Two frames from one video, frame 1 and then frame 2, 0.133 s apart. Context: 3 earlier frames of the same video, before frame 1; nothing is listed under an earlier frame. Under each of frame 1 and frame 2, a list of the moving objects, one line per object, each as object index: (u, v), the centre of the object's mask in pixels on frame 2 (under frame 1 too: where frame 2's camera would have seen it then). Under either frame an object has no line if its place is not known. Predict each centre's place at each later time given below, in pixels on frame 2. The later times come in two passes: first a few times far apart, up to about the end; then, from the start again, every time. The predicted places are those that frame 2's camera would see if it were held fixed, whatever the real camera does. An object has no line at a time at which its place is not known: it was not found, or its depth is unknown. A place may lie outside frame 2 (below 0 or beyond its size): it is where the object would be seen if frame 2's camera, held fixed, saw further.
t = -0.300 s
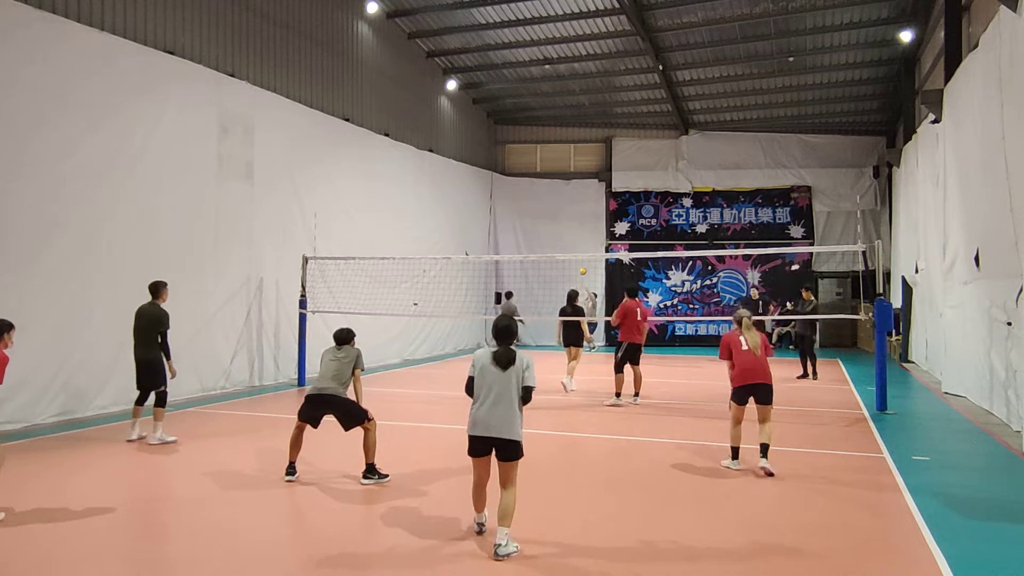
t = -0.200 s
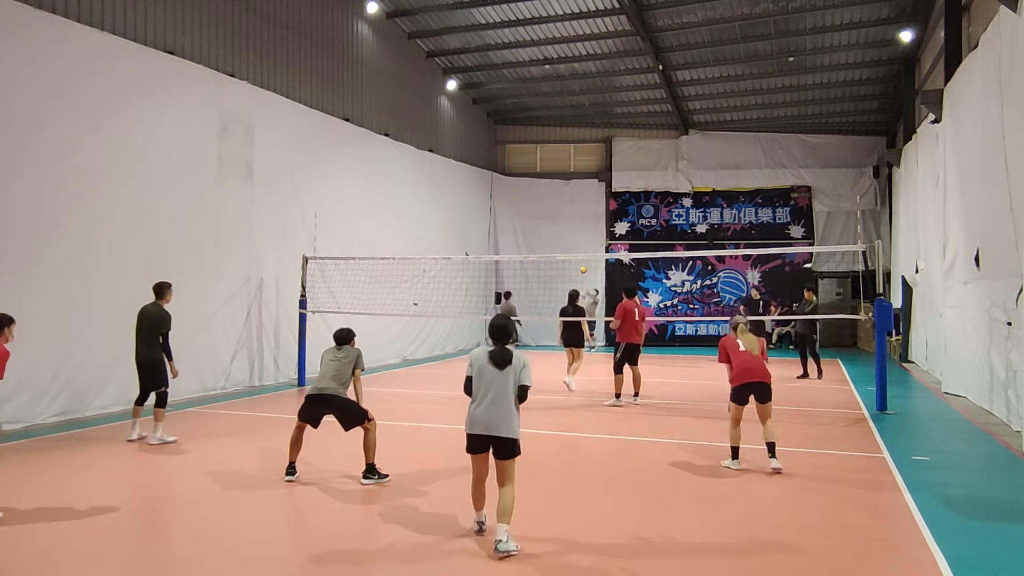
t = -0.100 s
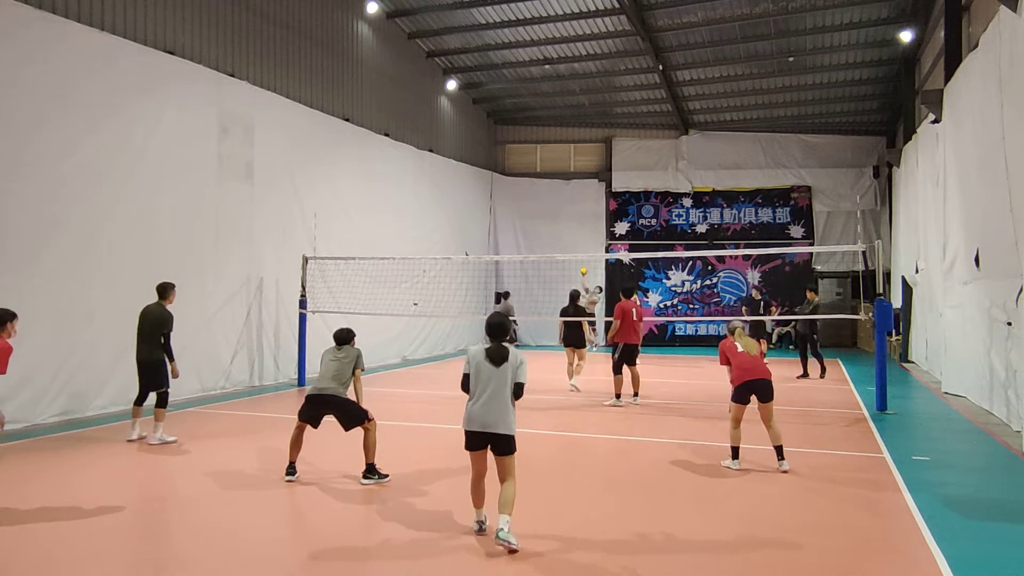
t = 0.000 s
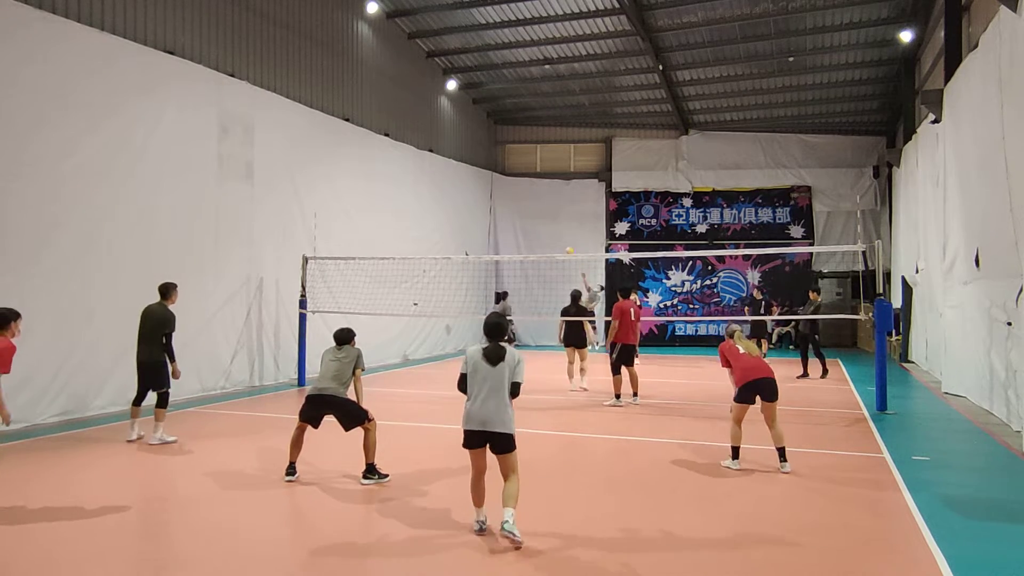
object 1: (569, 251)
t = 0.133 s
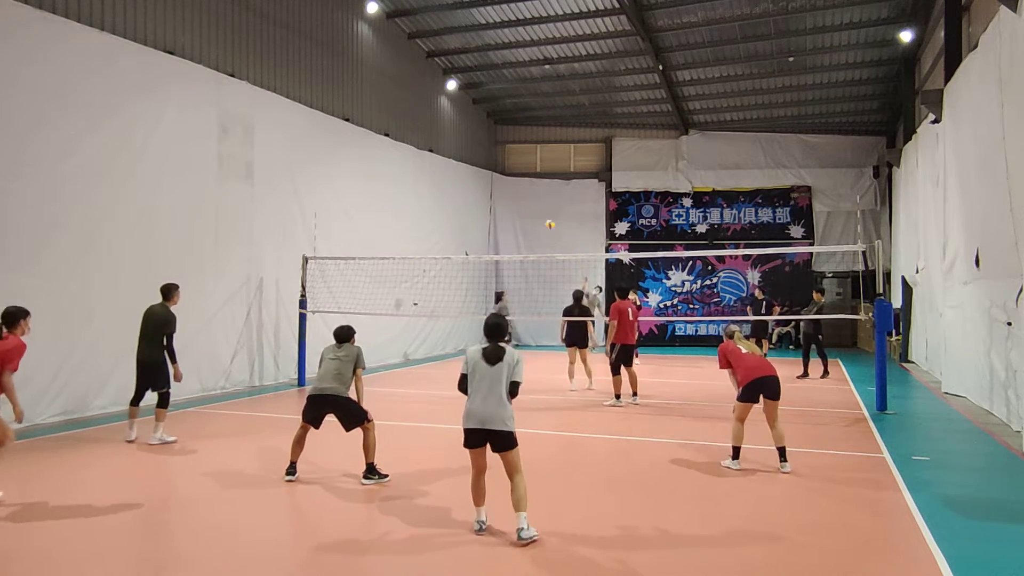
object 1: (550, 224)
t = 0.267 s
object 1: (526, 200)
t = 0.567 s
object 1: (453, 169)
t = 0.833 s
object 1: (355, 183)
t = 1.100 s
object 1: (193, 276)
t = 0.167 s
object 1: (545, 217)
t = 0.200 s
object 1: (538, 212)
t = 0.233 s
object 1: (532, 206)
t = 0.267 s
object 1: (526, 200)
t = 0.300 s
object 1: (519, 195)
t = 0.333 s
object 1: (512, 191)
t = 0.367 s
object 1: (505, 186)
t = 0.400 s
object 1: (497, 182)
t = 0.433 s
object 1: (490, 180)
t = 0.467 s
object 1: (481, 175)
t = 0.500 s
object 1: (473, 173)
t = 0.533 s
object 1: (463, 171)
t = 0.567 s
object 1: (453, 169)
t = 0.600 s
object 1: (443, 169)
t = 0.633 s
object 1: (432, 168)
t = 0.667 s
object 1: (421, 169)
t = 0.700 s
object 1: (409, 170)
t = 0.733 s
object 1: (397, 171)
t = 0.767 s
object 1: (383, 174)
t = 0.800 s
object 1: (369, 178)
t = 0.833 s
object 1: (355, 183)
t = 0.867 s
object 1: (339, 189)
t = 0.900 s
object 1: (323, 196)
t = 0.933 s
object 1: (304, 205)
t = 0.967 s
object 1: (286, 214)
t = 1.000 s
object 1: (265, 226)
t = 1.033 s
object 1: (243, 240)
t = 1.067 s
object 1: (219, 257)
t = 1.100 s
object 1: (193, 276)
